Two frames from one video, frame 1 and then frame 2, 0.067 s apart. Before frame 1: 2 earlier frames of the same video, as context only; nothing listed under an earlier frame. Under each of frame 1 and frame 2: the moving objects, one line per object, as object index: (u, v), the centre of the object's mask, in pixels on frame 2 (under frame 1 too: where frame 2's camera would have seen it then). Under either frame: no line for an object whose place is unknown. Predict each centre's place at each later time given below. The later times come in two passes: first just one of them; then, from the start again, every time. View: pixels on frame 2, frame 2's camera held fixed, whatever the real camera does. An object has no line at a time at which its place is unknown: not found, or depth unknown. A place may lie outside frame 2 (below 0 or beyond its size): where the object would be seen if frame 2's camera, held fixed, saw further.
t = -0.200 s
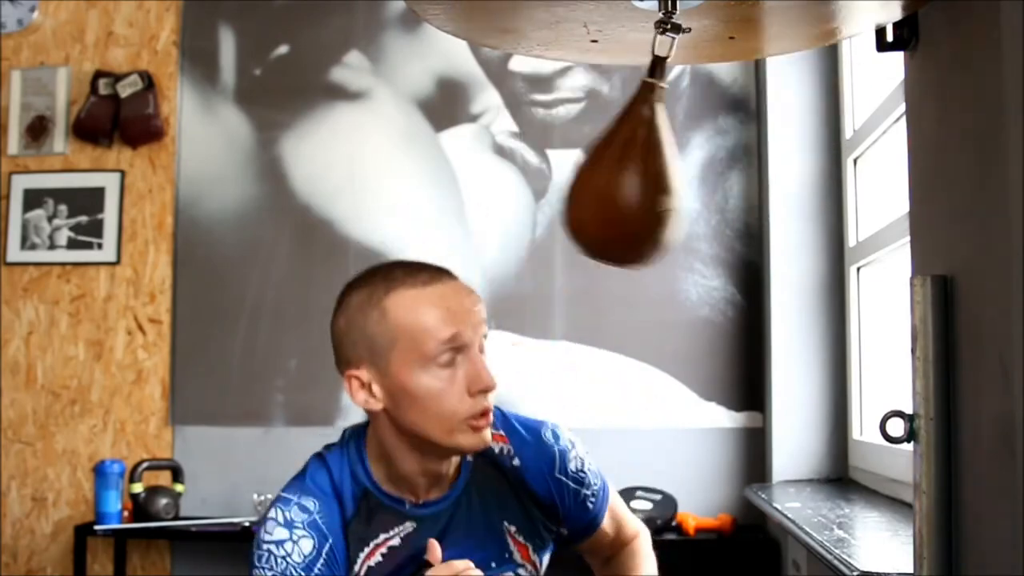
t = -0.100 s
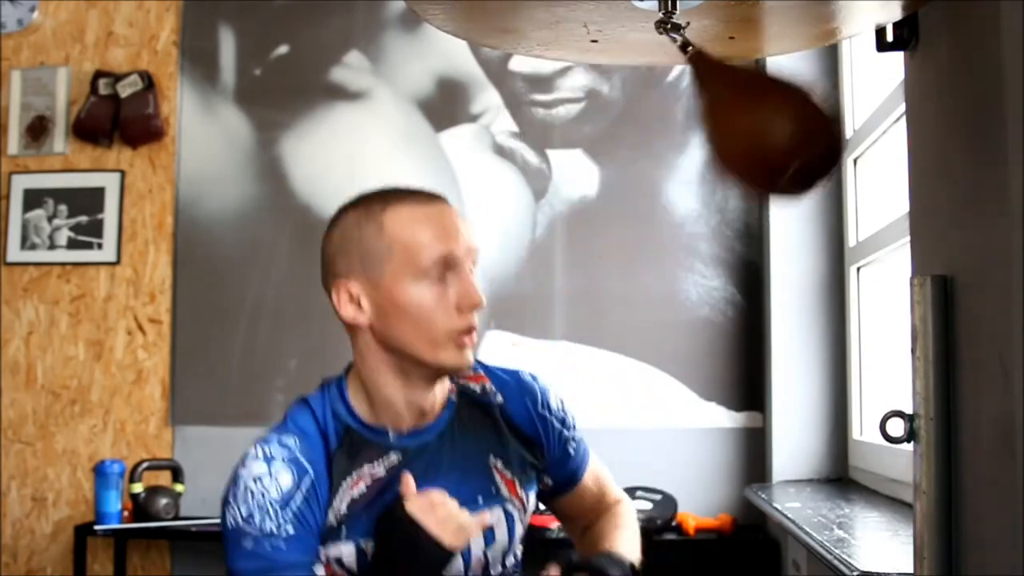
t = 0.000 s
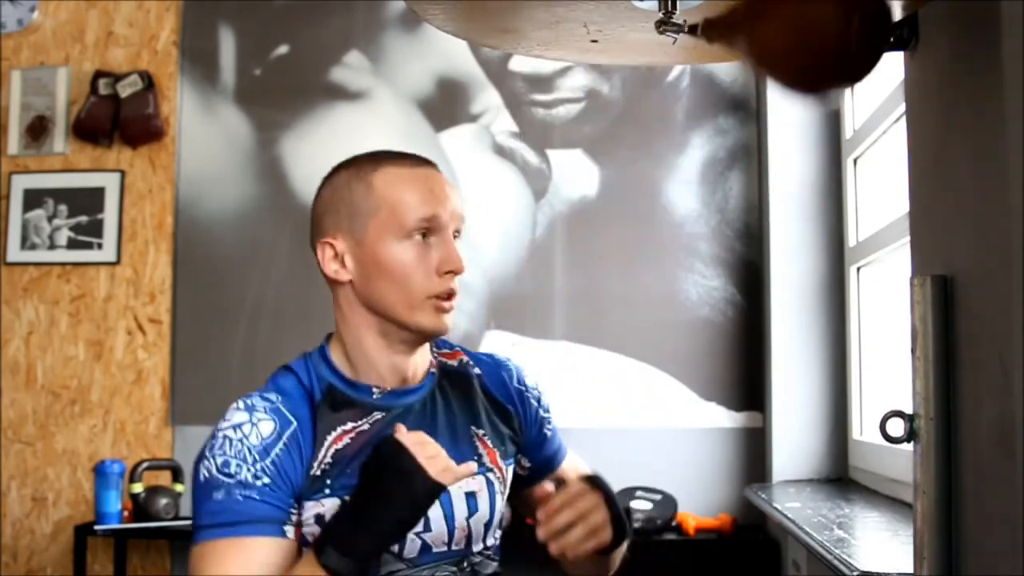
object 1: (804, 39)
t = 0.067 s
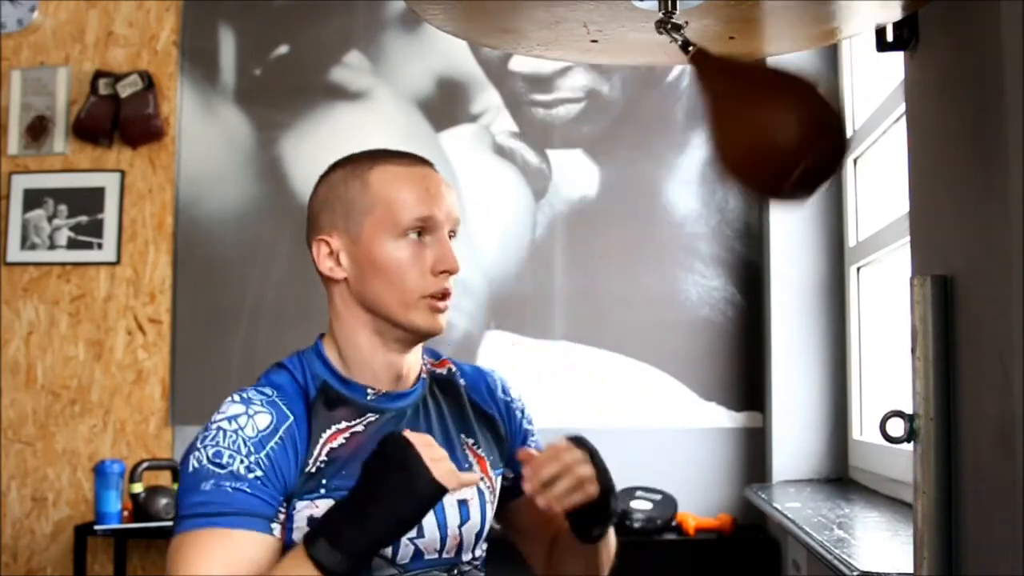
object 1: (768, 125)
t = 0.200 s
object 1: (602, 166)
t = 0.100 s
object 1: (718, 173)
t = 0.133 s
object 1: (697, 185)
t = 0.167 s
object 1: (643, 186)
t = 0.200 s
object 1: (602, 166)
